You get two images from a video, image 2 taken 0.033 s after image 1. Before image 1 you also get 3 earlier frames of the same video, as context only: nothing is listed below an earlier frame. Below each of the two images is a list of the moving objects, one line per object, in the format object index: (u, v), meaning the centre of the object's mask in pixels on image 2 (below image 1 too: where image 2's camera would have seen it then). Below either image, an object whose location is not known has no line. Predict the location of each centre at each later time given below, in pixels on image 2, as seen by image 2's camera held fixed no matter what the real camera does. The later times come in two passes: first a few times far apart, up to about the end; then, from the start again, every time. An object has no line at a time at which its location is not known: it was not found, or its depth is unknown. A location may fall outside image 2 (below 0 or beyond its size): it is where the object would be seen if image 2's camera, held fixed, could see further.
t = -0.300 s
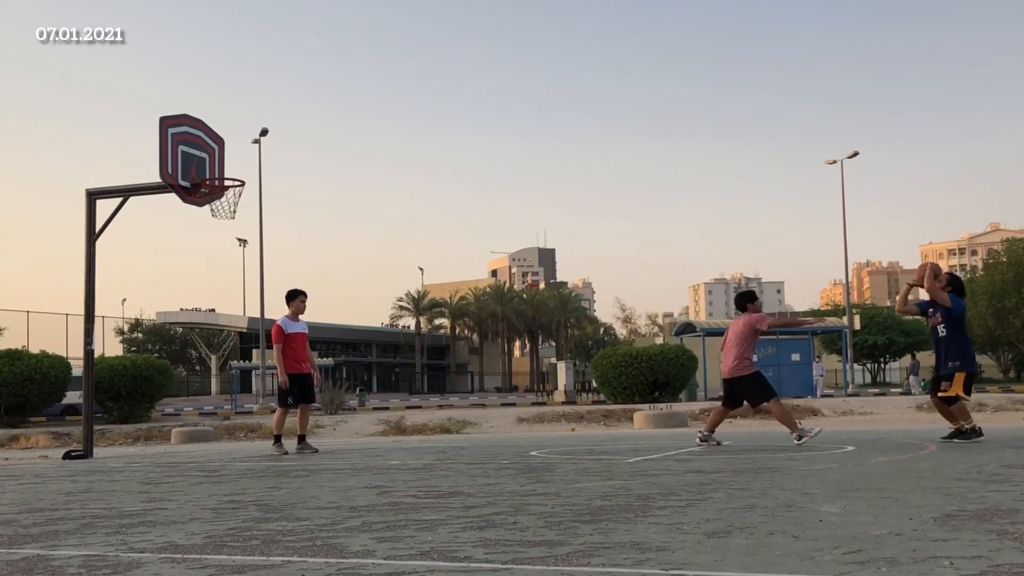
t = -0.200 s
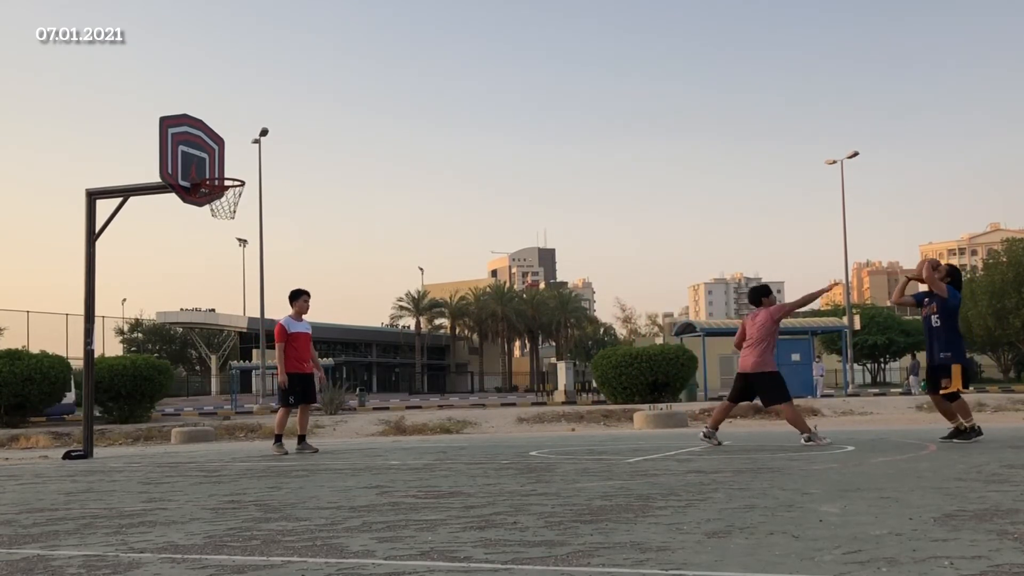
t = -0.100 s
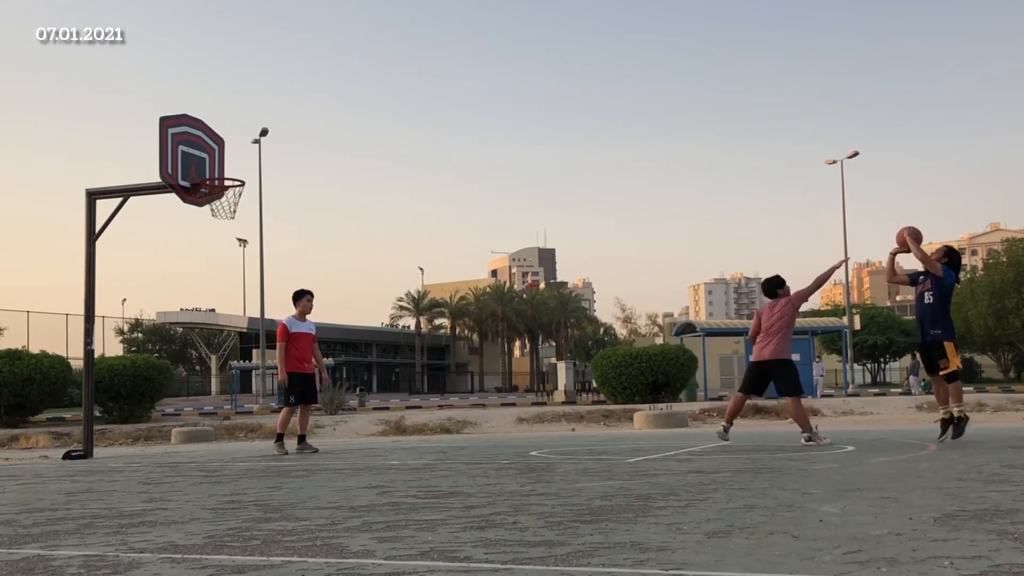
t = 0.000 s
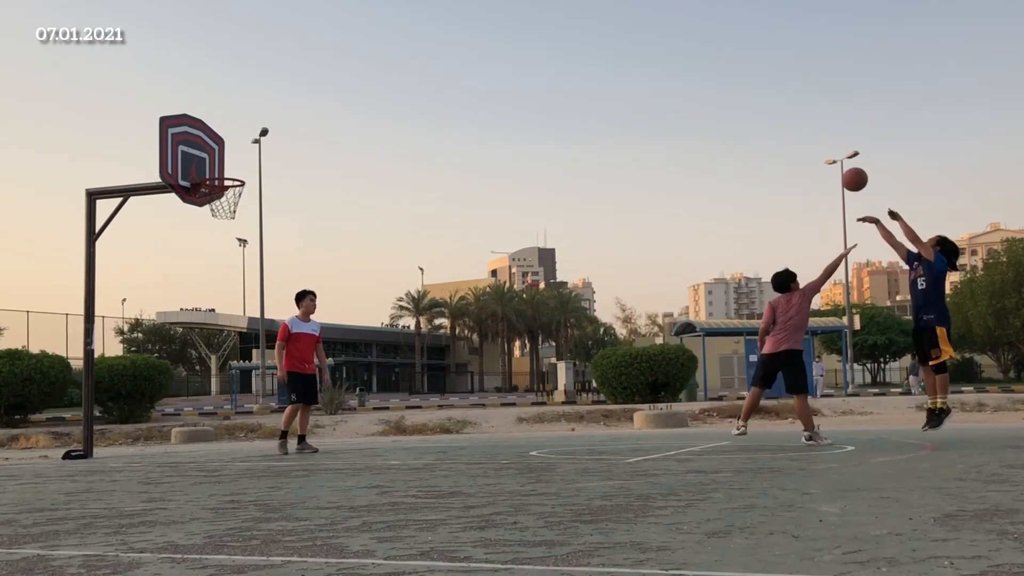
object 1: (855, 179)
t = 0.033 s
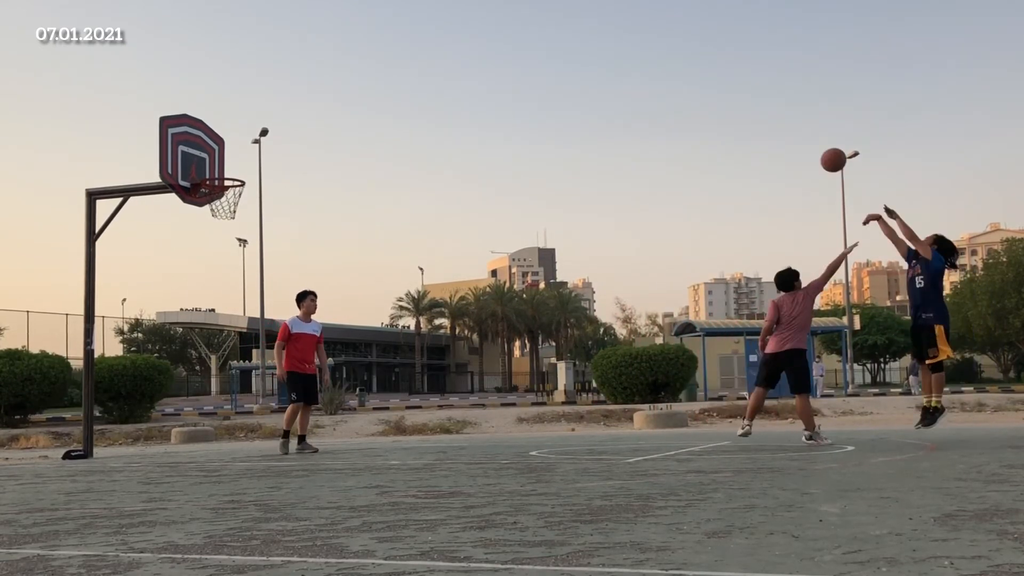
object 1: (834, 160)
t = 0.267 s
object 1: (692, 59)
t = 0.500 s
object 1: (565, 14)
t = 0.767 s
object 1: (433, 28)
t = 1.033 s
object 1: (312, 102)
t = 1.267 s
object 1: (231, 153)
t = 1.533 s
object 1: (214, 102)
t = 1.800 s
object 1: (239, 106)
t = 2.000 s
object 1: (259, 150)
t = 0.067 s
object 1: (812, 142)
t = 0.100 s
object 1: (792, 125)
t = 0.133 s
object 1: (771, 109)
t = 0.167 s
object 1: (751, 95)
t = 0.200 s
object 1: (731, 82)
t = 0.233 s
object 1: (712, 70)
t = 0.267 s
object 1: (692, 59)
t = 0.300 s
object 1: (673, 49)
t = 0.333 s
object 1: (655, 40)
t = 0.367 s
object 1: (636, 33)
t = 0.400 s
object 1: (618, 27)
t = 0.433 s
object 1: (600, 21)
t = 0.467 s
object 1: (582, 17)
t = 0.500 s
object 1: (565, 14)
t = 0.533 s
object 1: (547, 12)
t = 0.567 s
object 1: (530, 11)
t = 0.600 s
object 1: (514, 12)
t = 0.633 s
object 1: (497, 13)
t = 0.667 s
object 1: (481, 15)
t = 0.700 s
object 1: (464, 18)
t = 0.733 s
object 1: (448, 22)
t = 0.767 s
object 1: (433, 28)
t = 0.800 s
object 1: (417, 34)
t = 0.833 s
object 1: (401, 41)
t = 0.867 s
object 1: (386, 49)
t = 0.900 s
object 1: (371, 57)
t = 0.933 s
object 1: (356, 67)
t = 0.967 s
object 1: (341, 78)
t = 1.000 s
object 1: (327, 89)
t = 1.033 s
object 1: (312, 102)
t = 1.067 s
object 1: (298, 115)
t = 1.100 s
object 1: (284, 129)
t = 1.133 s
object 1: (270, 144)
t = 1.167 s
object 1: (256, 160)
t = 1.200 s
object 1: (244, 173)
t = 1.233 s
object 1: (237, 163)
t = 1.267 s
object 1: (231, 153)
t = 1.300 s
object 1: (222, 144)
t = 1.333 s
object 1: (215, 136)
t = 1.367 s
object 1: (208, 129)
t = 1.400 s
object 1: (201, 123)
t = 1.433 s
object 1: (204, 117)
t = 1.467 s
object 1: (208, 111)
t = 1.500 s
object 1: (211, 106)
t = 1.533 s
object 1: (214, 102)
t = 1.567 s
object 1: (217, 99)
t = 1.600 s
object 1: (220, 97)
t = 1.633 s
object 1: (223, 96)
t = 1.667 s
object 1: (226, 96)
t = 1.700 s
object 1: (229, 97)
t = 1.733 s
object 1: (232, 99)
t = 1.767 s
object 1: (235, 102)
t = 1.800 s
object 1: (239, 106)
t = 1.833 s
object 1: (242, 111)
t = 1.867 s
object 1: (246, 117)
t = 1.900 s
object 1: (249, 124)
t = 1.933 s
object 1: (252, 131)
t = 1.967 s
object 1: (256, 141)
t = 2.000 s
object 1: (259, 150)
